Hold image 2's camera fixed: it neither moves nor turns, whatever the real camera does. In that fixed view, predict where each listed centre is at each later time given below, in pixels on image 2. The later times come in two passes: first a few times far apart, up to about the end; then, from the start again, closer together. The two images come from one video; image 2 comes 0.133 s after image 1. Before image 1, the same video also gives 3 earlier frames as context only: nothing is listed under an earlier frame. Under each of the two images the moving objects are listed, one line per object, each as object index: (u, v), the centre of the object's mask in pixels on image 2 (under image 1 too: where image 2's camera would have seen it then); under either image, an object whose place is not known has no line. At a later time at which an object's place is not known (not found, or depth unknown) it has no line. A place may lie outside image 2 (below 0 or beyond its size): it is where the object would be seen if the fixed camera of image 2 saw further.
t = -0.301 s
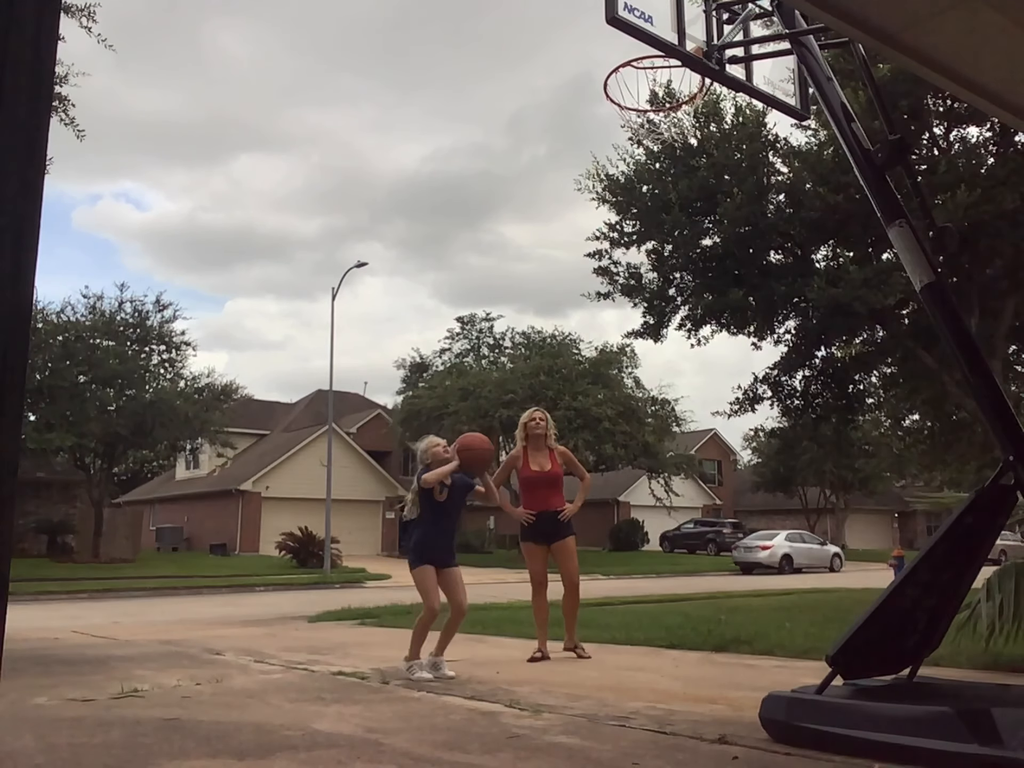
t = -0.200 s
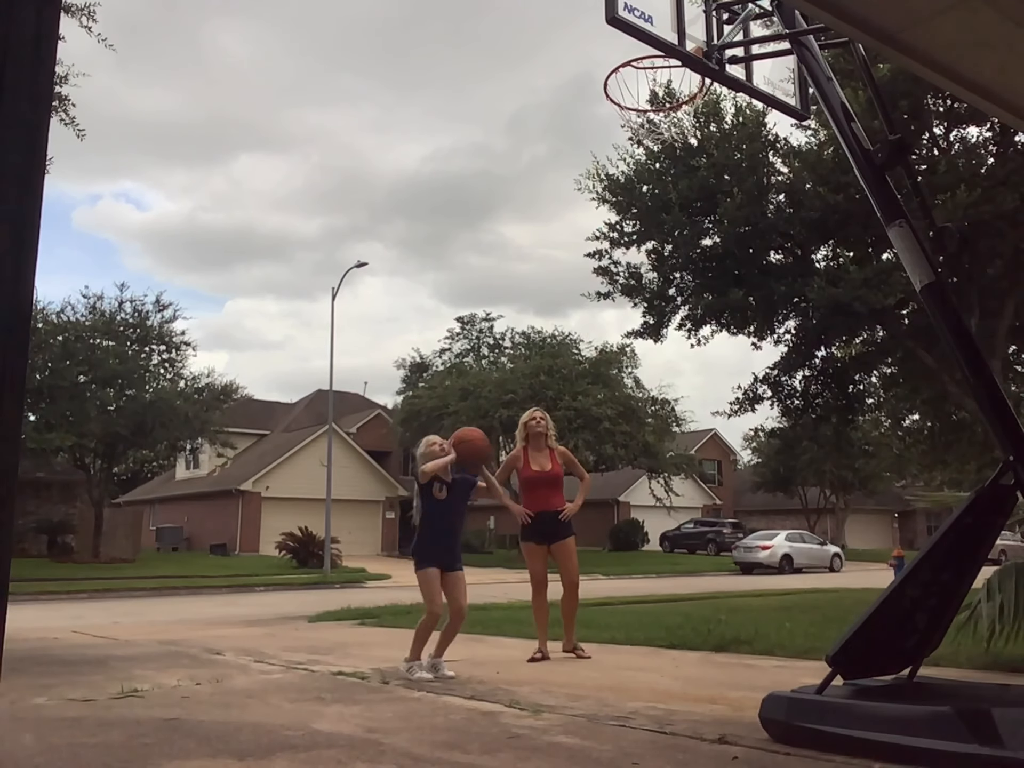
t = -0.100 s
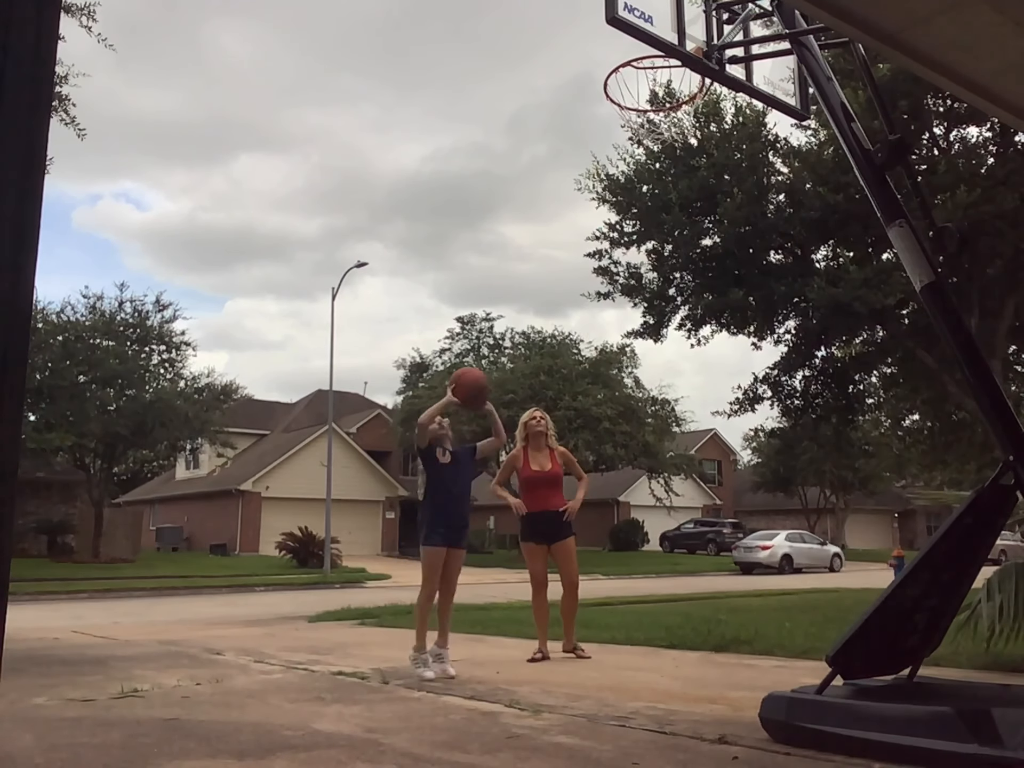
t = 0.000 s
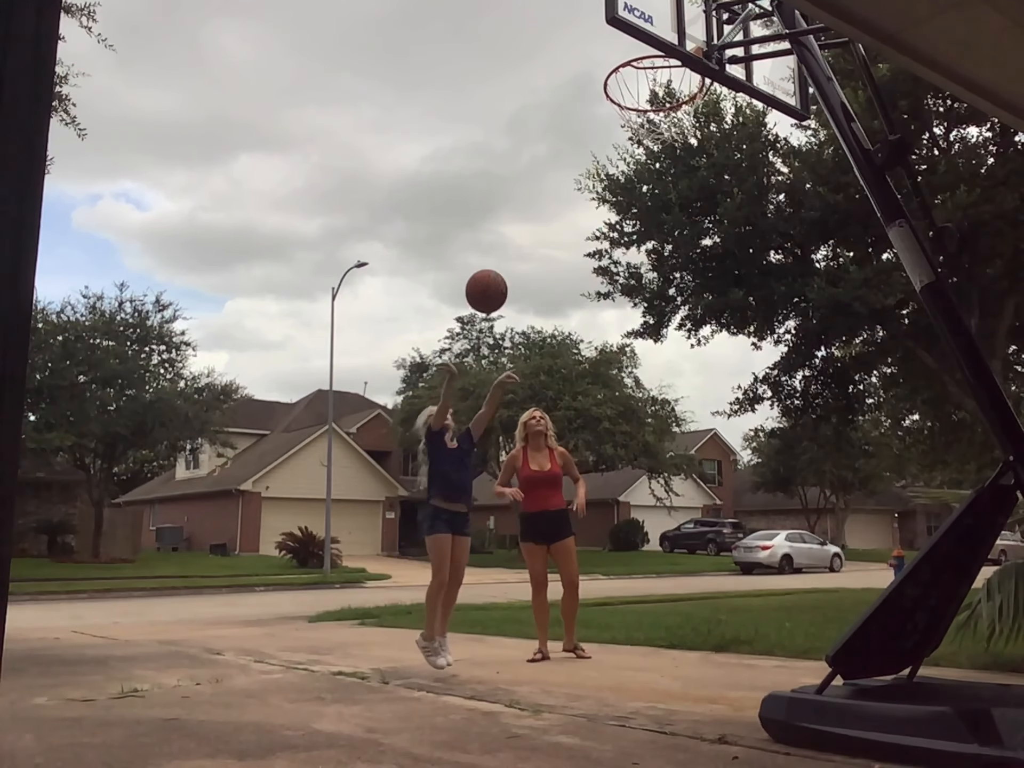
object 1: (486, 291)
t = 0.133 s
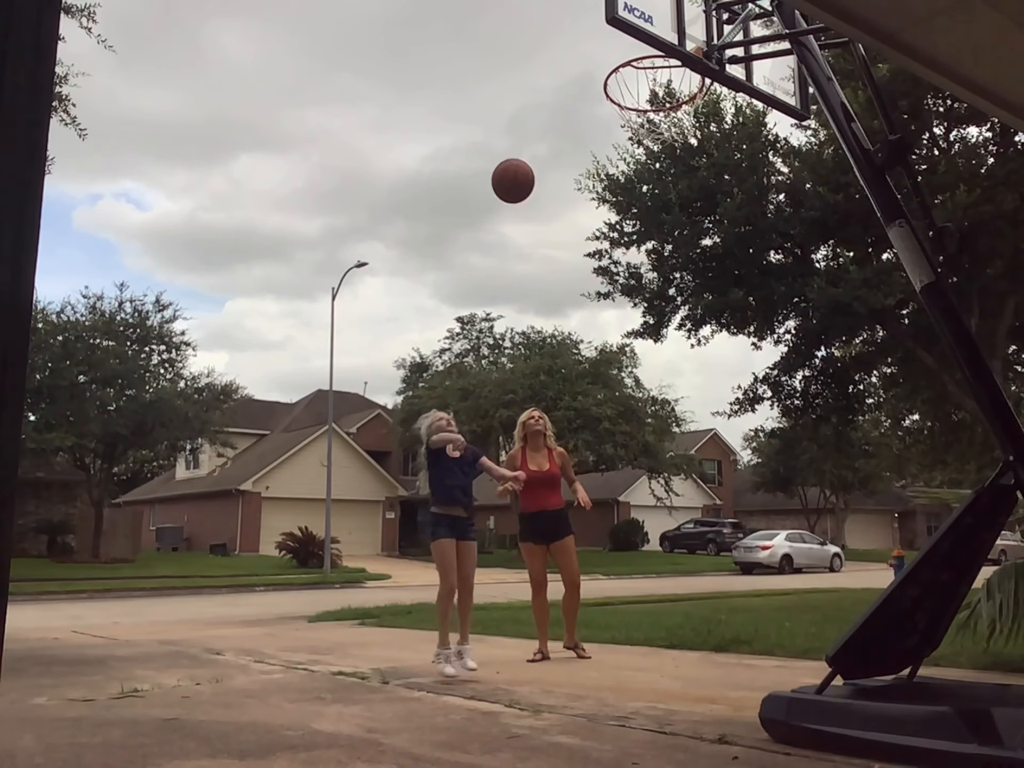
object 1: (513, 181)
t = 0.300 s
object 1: (547, 82)
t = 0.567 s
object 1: (601, 24)
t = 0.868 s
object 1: (652, 56)
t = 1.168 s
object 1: (672, 88)
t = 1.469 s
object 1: (676, 202)
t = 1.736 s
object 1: (682, 425)
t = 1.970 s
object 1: (681, 620)
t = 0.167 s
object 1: (520, 158)
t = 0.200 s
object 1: (527, 136)
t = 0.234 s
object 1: (533, 117)
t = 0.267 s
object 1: (540, 99)
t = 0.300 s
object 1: (547, 82)
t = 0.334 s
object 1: (554, 68)
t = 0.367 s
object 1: (562, 56)
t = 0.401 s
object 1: (569, 45)
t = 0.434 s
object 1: (577, 36)
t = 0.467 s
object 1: (584, 29)
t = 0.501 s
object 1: (590, 25)
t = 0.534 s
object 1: (595, 24)
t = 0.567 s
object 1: (601, 24)
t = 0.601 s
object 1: (607, 27)
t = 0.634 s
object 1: (616, 34)
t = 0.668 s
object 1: (626, 41)
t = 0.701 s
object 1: (633, 46)
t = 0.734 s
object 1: (651, 45)
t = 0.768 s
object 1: (652, 46)
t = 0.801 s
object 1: (647, 53)
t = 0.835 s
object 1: (661, 25)
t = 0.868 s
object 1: (652, 56)
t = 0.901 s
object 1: (656, 49)
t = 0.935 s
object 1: (660, 56)
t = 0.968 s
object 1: (662, 67)
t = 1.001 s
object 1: (666, 74)
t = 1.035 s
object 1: (670, 83)
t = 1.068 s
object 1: (670, 85)
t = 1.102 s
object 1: (670, 84)
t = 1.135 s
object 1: (671, 85)
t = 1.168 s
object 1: (672, 88)
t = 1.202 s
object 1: (673, 92)
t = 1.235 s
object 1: (672, 99)
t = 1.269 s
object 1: (672, 102)
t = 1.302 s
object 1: (673, 108)
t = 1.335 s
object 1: (675, 133)
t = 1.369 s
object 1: (677, 156)
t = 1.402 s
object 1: (676, 165)
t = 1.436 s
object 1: (676, 184)
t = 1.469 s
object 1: (676, 202)
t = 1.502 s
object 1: (677, 225)
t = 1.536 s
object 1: (678, 248)
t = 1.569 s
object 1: (679, 273)
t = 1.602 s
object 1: (679, 300)
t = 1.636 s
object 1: (679, 329)
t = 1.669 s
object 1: (680, 359)
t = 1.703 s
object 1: (681, 391)
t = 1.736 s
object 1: (682, 425)
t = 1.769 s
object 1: (683, 461)
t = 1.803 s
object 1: (684, 499)
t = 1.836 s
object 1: (684, 538)
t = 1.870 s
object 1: (685, 579)
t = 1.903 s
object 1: (686, 622)
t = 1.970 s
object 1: (681, 620)
